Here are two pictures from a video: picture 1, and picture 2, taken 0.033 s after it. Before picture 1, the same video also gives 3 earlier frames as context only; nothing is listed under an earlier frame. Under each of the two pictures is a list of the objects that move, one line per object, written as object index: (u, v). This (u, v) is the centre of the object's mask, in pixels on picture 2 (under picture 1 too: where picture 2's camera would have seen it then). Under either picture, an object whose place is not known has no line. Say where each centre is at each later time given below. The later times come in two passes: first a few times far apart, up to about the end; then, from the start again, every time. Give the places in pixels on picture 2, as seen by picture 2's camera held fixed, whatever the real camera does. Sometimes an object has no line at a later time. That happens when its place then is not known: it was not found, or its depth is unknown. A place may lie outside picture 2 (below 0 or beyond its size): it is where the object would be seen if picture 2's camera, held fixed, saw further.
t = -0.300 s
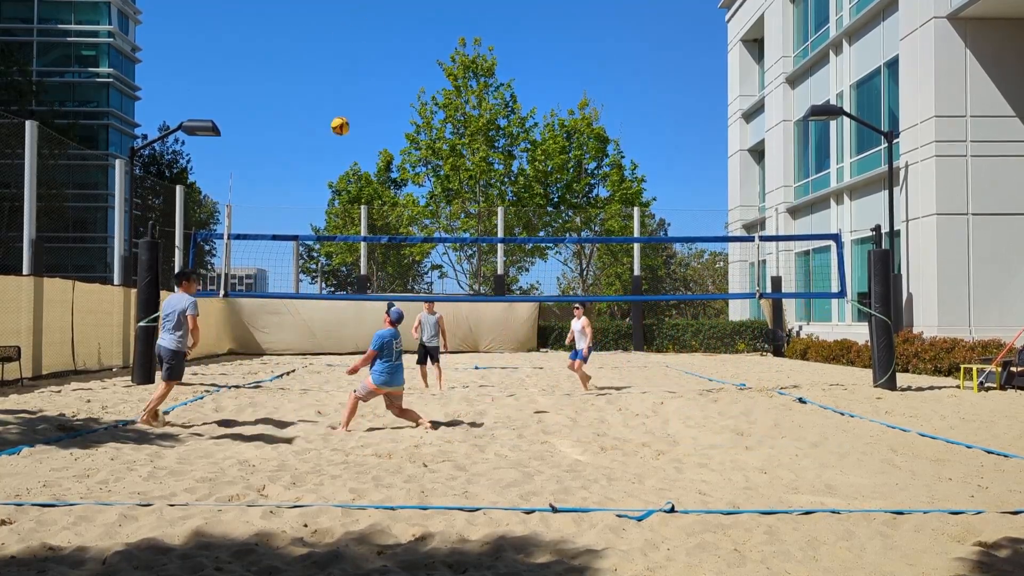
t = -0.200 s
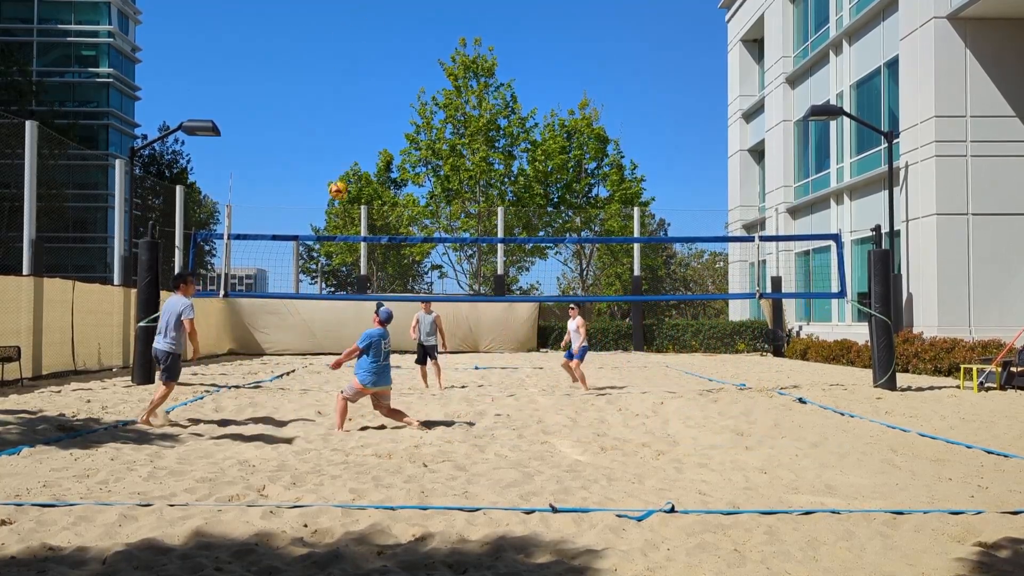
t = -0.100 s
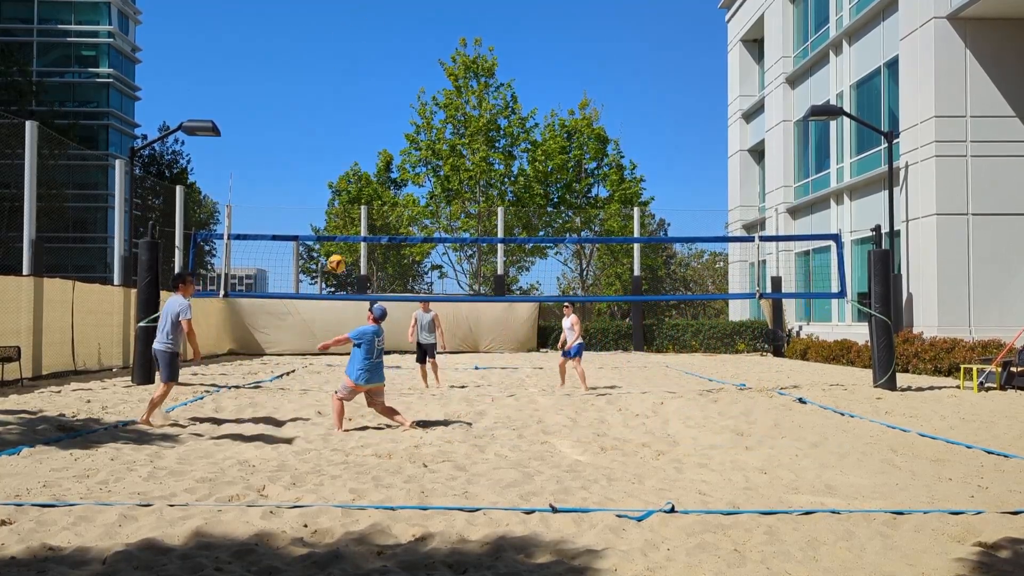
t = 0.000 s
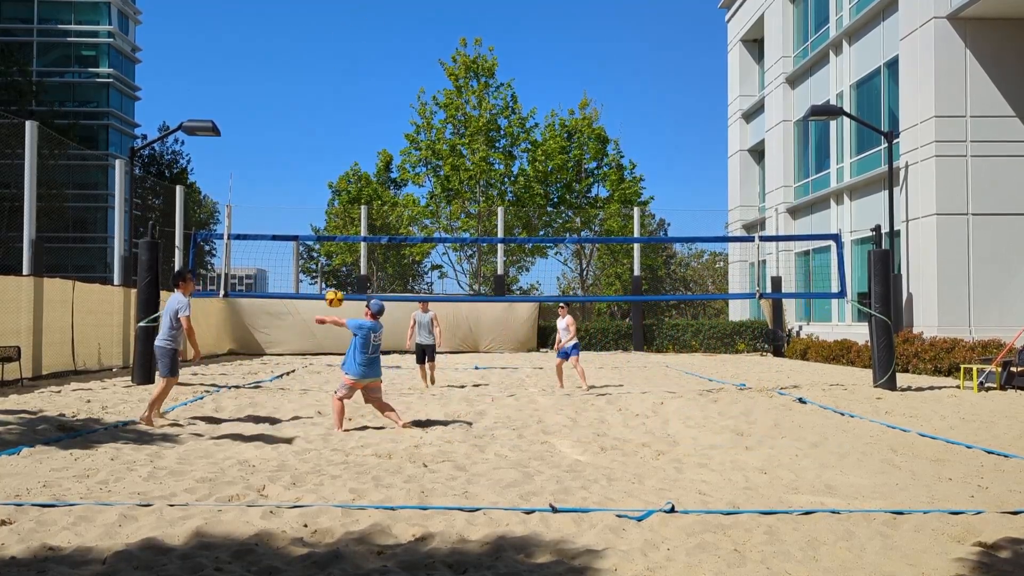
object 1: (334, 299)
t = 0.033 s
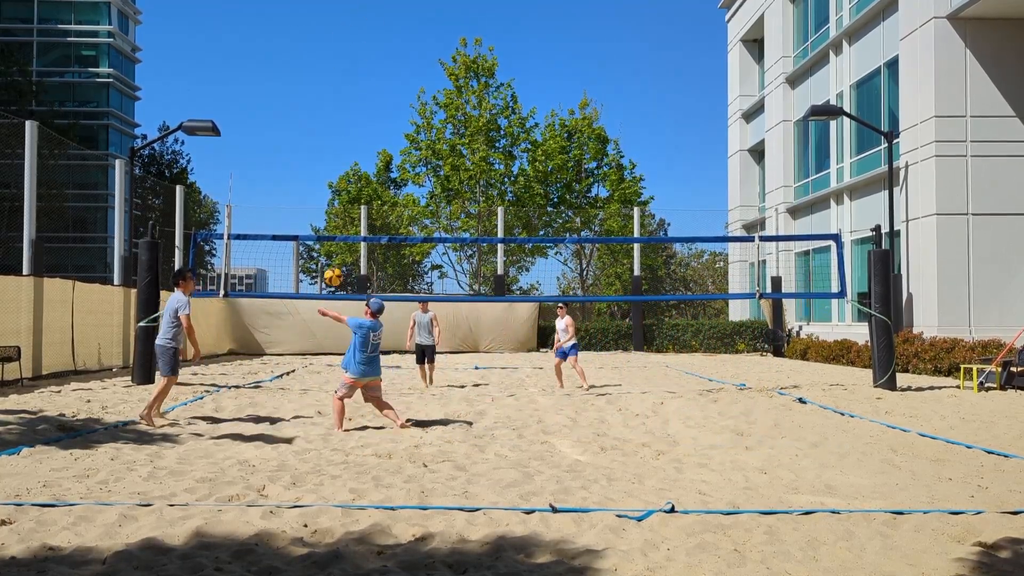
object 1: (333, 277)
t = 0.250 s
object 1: (325, 159)
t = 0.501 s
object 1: (314, 76)
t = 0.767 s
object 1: (304, 45)
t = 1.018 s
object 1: (293, 67)
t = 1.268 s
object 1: (283, 136)
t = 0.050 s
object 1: (333, 266)
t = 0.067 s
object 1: (332, 256)
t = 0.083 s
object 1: (331, 246)
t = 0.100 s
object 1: (331, 236)
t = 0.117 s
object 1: (330, 227)
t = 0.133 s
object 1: (329, 217)
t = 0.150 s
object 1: (329, 208)
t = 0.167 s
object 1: (328, 199)
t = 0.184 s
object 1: (328, 191)
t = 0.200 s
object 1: (327, 183)
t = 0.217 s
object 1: (326, 175)
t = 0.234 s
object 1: (326, 167)
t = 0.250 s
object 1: (325, 159)
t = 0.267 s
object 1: (324, 152)
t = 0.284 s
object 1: (323, 145)
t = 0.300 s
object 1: (323, 138)
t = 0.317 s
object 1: (322, 132)
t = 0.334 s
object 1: (321, 125)
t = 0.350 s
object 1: (321, 119)
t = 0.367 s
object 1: (320, 114)
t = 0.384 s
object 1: (319, 108)
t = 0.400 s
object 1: (318, 103)
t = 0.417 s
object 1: (318, 98)
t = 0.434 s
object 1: (317, 93)
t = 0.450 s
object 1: (316, 88)
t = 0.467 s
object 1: (316, 84)
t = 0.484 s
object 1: (315, 80)
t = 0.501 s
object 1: (314, 76)
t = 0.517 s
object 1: (314, 73)
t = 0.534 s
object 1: (313, 69)
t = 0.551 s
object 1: (312, 66)
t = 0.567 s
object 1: (312, 63)
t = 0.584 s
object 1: (311, 60)
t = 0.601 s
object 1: (310, 58)
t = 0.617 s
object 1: (310, 55)
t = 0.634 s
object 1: (309, 53)
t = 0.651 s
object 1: (308, 51)
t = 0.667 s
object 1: (308, 50)
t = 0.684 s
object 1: (307, 49)
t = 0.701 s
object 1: (306, 48)
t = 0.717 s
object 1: (306, 47)
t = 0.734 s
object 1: (305, 46)
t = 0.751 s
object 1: (304, 45)
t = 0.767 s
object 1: (304, 45)
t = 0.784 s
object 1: (303, 45)
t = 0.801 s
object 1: (302, 45)
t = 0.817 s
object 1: (301, 46)
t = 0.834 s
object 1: (301, 46)
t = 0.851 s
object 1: (300, 47)
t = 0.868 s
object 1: (300, 48)
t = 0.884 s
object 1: (299, 49)
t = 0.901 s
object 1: (298, 51)
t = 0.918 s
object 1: (297, 53)
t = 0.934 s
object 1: (297, 54)
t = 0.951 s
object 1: (296, 57)
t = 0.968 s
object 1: (296, 59)
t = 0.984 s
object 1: (295, 62)
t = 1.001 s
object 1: (294, 64)
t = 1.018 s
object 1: (293, 67)
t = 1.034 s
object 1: (293, 70)
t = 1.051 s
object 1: (292, 74)
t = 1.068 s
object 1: (292, 77)
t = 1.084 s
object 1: (291, 81)
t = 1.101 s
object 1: (290, 85)
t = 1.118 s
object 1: (290, 89)
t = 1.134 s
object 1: (289, 94)
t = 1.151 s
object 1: (288, 98)
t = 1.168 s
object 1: (287, 103)
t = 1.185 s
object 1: (287, 108)
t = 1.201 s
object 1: (286, 113)
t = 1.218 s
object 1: (285, 118)
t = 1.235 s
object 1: (285, 124)
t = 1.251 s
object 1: (284, 130)
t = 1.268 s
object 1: (283, 136)
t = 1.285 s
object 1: (283, 142)
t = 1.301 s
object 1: (282, 148)
